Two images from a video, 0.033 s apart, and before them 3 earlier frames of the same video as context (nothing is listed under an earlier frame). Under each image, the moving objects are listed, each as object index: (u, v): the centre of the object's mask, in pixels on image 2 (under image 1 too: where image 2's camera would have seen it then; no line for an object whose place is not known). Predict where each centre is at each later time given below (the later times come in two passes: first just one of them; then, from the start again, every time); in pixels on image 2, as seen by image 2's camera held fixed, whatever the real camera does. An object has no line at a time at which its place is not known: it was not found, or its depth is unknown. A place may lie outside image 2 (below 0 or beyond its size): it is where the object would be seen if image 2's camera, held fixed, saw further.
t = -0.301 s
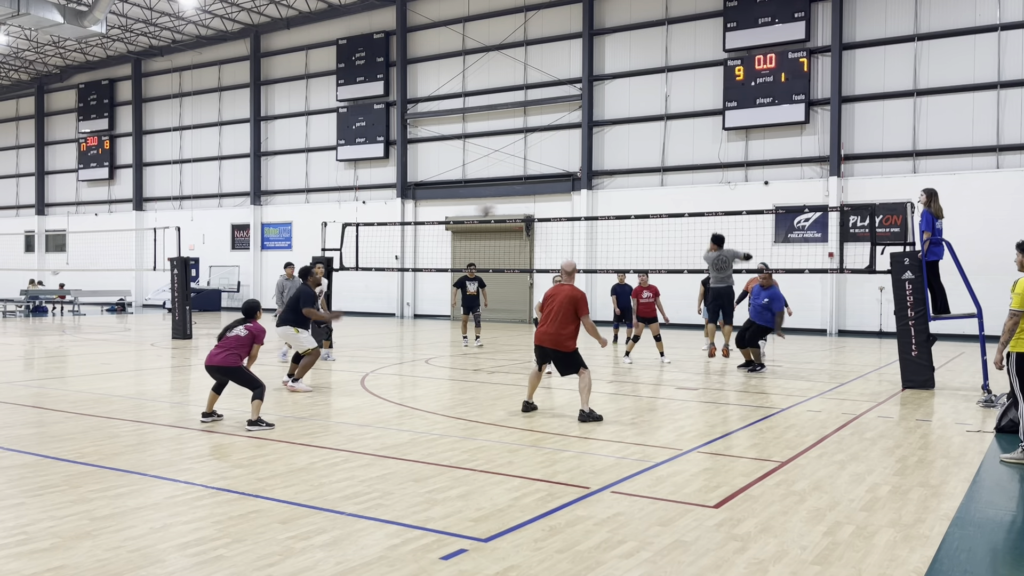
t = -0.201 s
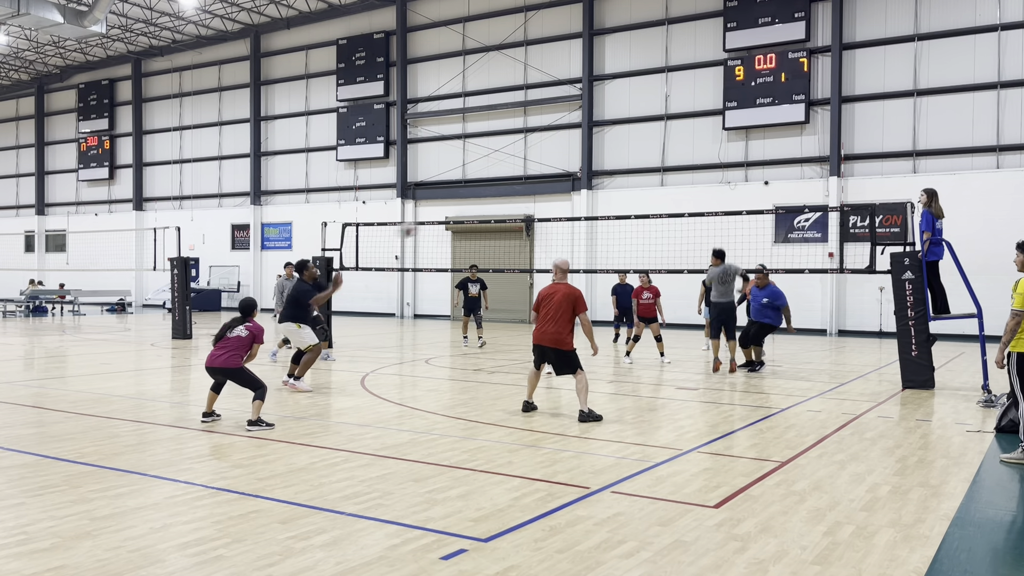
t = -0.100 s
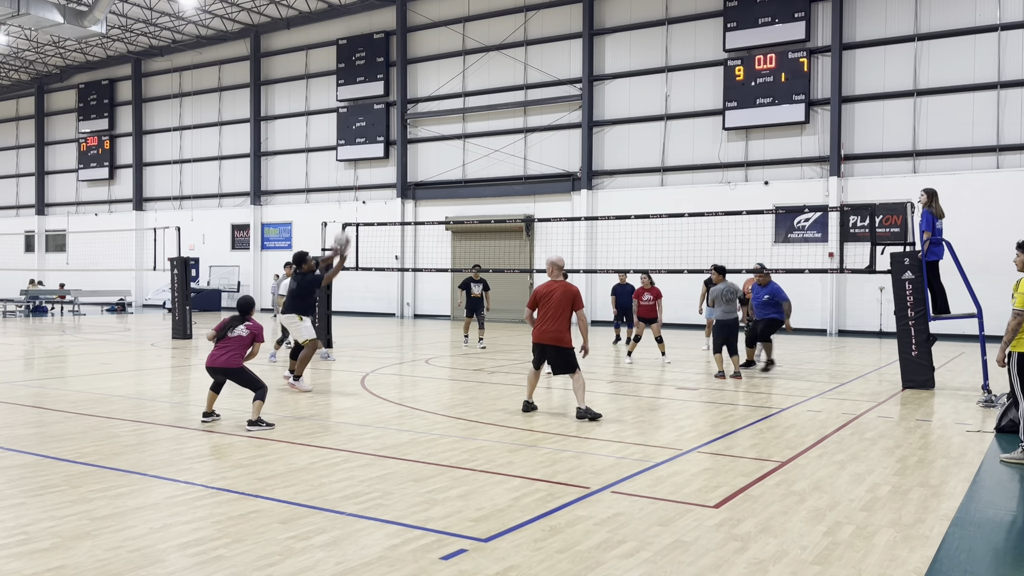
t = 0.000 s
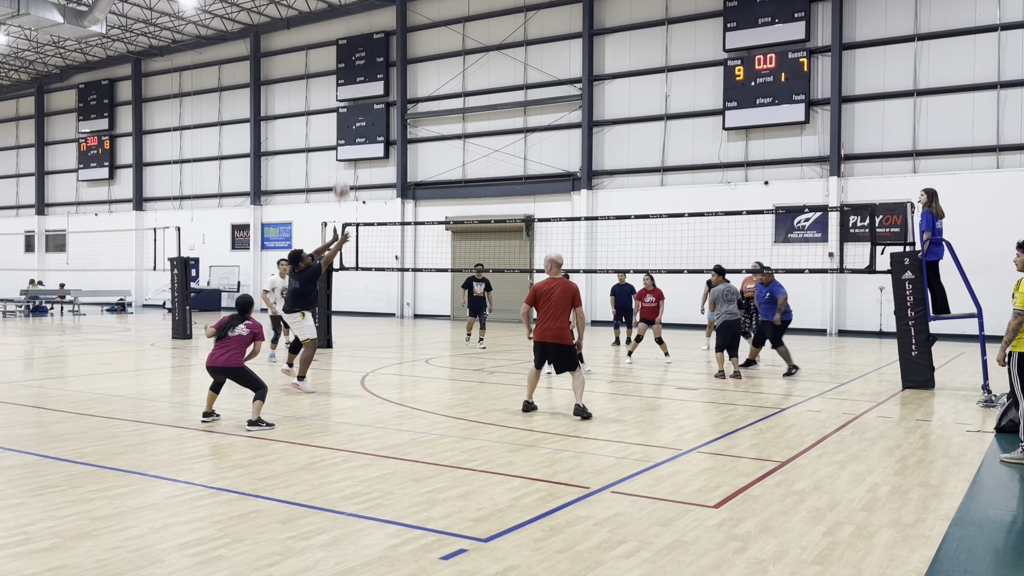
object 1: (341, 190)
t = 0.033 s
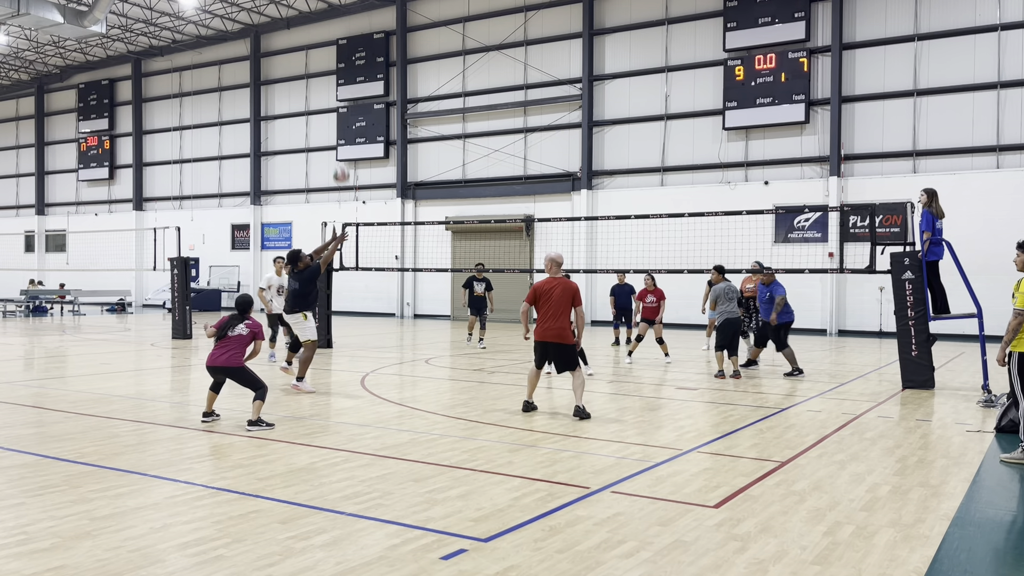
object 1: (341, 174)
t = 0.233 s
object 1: (338, 102)
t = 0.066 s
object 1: (340, 160)
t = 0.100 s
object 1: (341, 145)
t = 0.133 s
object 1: (341, 134)
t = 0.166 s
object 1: (340, 123)
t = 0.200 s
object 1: (339, 112)
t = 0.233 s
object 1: (338, 102)
